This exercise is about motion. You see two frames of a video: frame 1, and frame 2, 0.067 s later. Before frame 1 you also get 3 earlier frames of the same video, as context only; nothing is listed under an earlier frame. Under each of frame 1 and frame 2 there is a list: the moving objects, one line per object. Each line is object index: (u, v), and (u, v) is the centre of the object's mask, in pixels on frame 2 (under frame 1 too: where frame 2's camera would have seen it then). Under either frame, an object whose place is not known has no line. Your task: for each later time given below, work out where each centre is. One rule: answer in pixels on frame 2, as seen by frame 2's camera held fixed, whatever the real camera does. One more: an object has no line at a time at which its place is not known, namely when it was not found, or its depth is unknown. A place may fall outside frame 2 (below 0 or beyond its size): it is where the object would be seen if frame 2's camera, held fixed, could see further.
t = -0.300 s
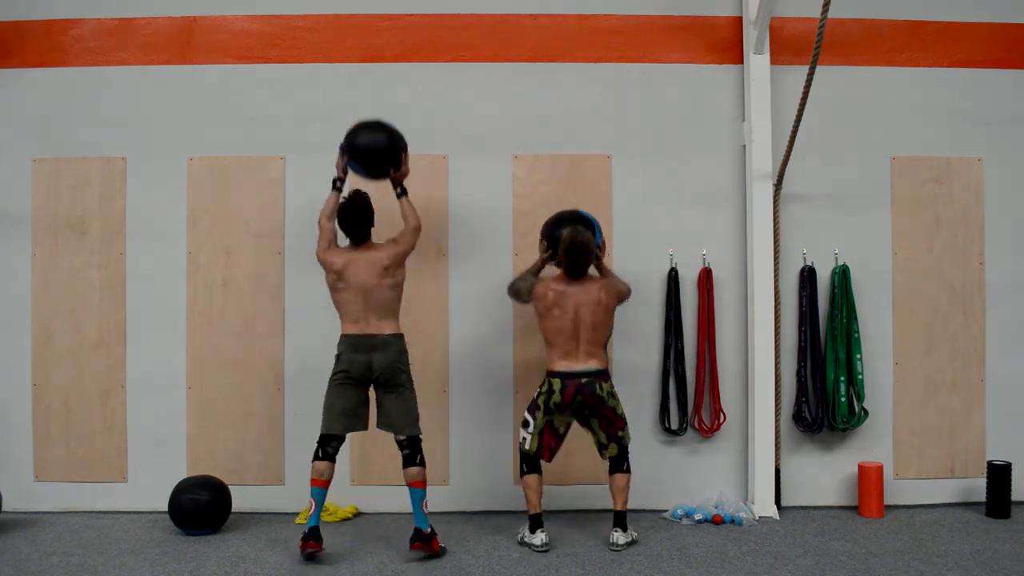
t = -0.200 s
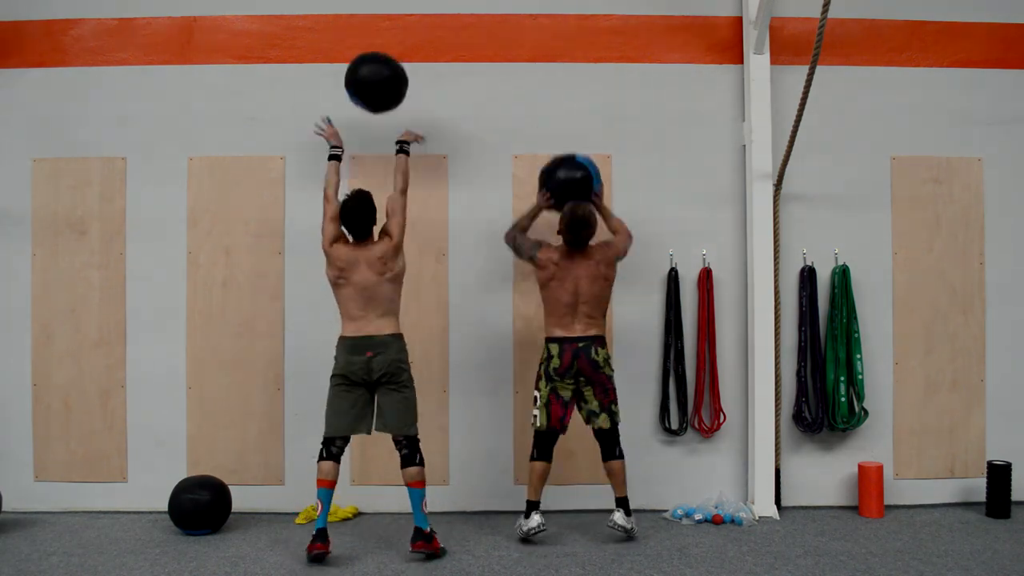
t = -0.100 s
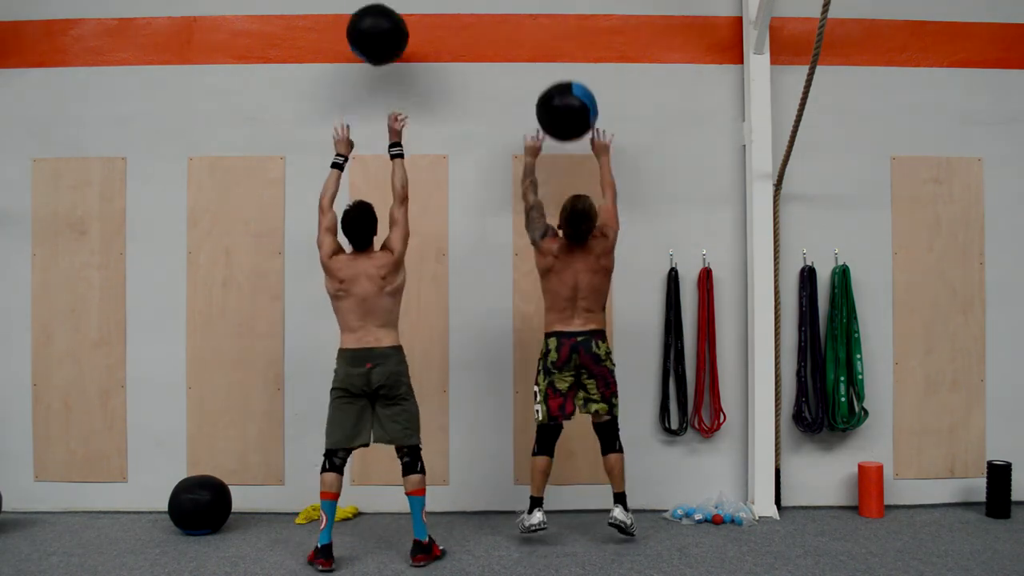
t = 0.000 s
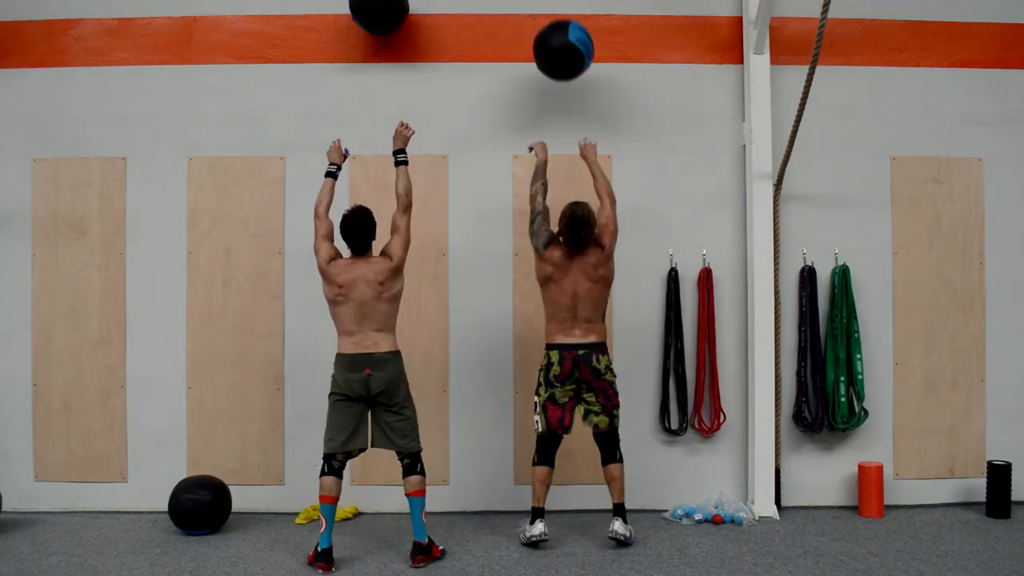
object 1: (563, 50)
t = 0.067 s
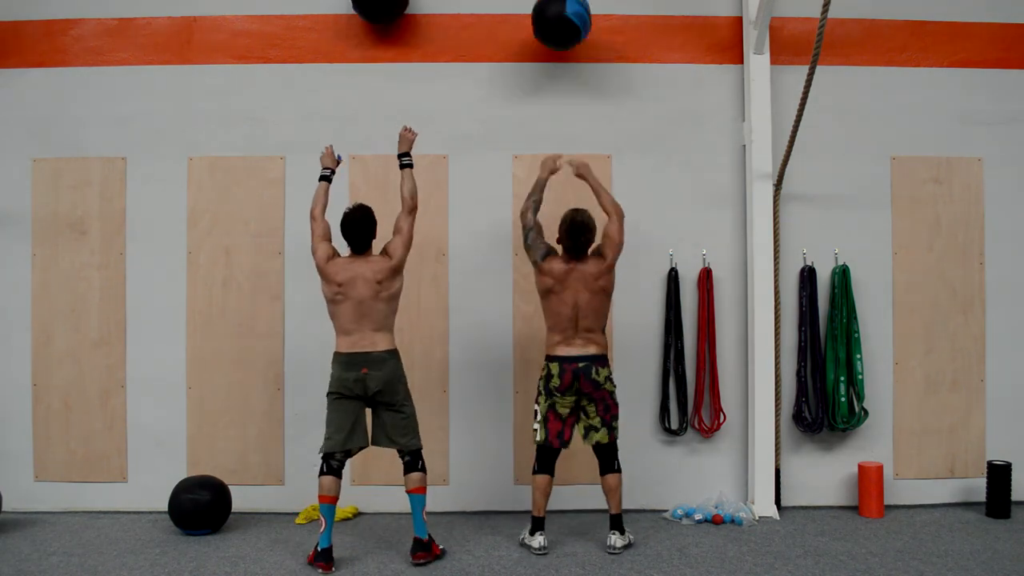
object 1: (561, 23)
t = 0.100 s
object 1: (560, 16)
